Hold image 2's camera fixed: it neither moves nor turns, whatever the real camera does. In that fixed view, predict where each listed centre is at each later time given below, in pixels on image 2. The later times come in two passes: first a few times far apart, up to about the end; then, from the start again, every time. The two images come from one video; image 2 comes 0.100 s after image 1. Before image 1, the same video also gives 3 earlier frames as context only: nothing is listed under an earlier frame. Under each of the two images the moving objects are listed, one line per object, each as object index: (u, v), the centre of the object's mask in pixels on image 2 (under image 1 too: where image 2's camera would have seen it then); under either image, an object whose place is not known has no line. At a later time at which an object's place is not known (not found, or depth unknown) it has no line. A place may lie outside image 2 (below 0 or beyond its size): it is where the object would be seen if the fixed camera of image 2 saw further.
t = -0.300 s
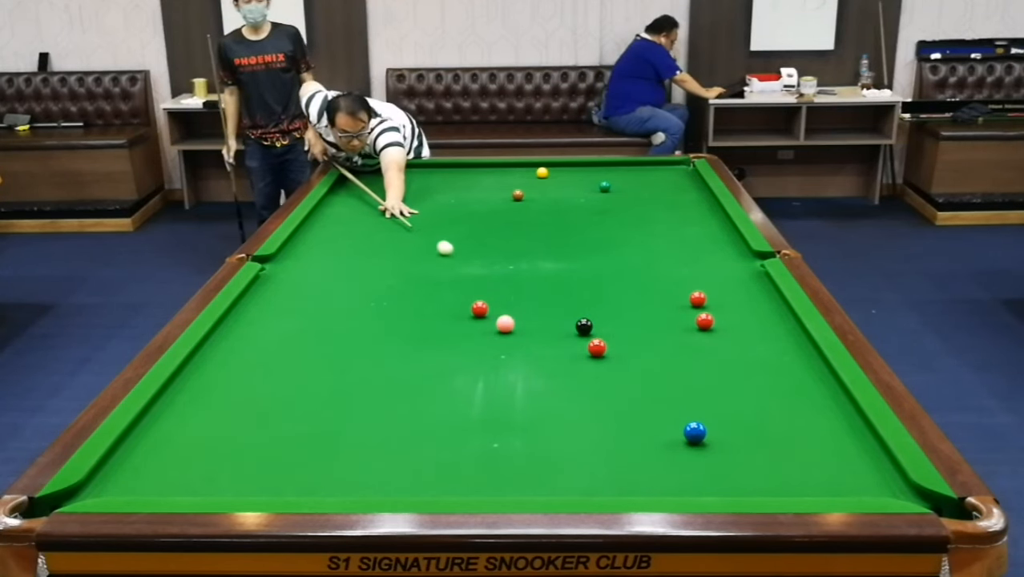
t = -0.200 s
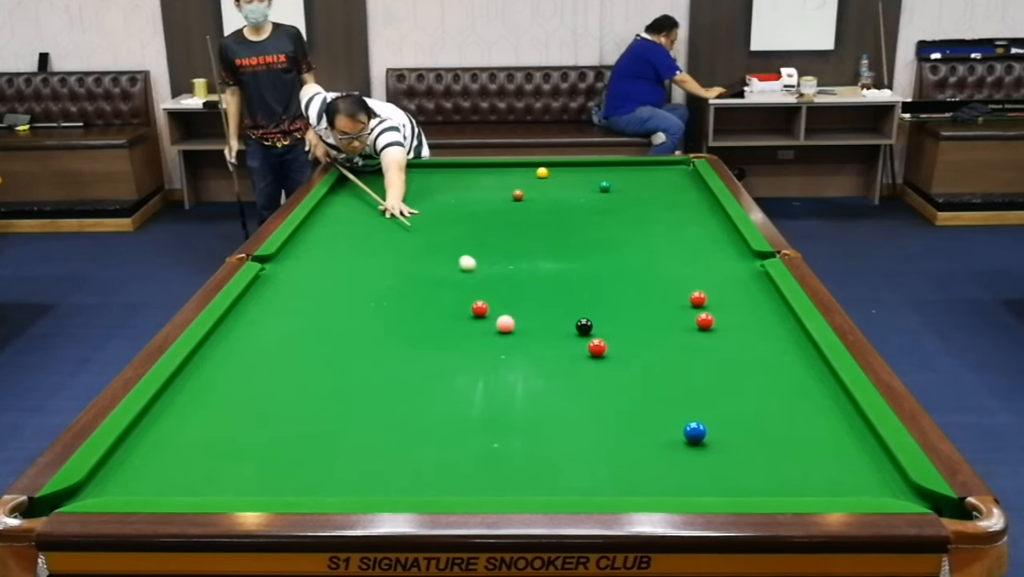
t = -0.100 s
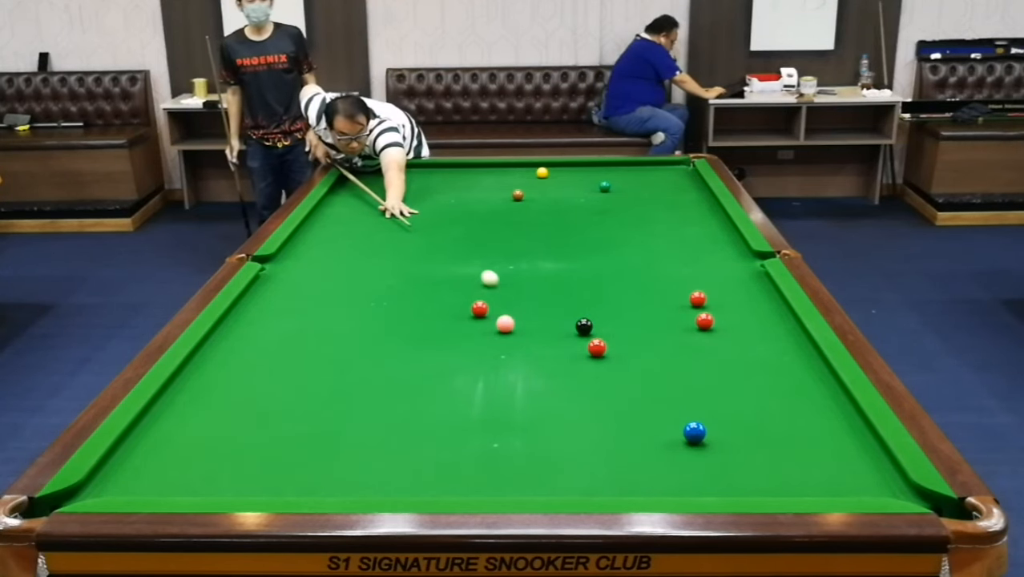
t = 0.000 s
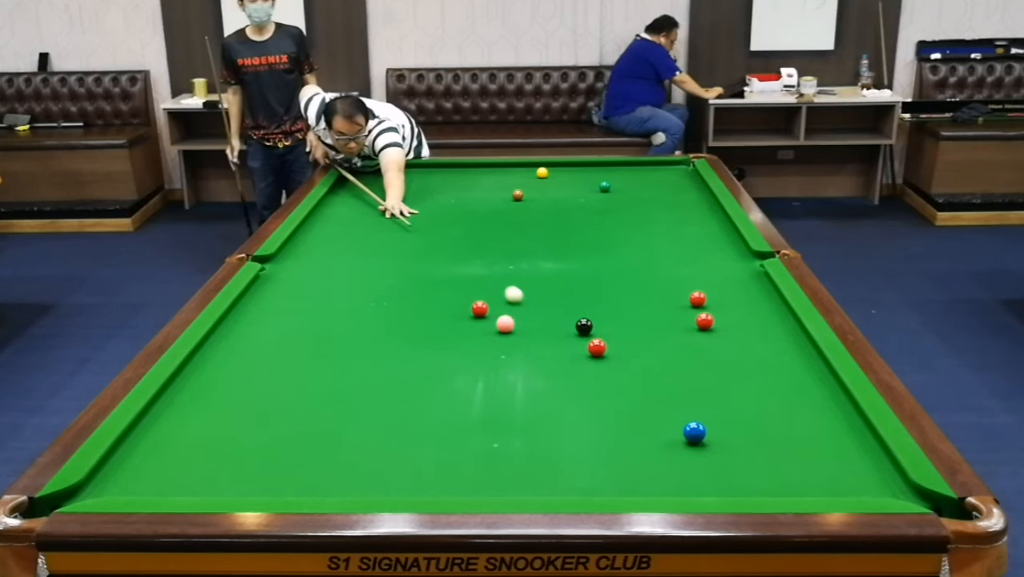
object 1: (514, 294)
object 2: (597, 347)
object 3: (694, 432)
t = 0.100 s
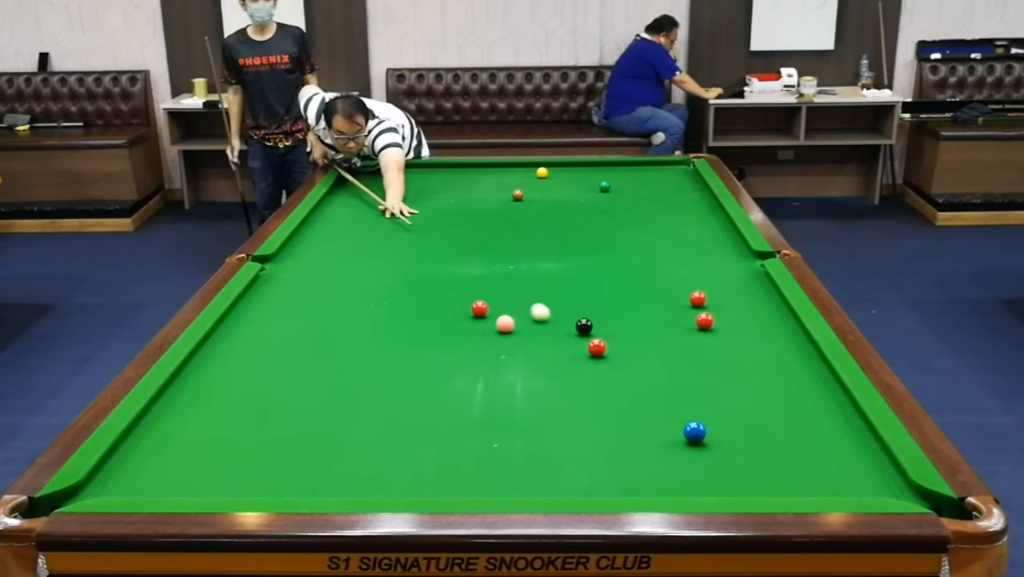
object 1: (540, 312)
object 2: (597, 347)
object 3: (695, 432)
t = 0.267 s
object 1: (582, 343)
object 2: (605, 350)
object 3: (694, 432)
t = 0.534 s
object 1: (572, 362)
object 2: (707, 392)
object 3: (695, 433)
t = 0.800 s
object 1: (570, 386)
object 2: (808, 434)
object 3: (695, 432)
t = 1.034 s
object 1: (567, 409)
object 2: (884, 474)
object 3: (694, 432)
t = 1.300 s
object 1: (564, 436)
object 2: (831, 484)
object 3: (694, 432)
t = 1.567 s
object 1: (561, 465)
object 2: (762, 459)
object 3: (695, 433)
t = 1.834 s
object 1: (557, 491)
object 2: (710, 440)
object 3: (687, 429)
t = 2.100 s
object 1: (553, 475)
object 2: (694, 436)
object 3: (654, 415)
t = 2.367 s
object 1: (548, 457)
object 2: (680, 432)
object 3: (625, 403)
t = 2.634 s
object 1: (544, 441)
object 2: (669, 429)
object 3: (599, 393)
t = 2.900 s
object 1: (539, 427)
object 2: (659, 427)
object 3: (575, 384)
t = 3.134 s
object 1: (536, 416)
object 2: (653, 425)
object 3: (558, 376)
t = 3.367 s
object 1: (532, 407)
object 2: (649, 423)
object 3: (541, 369)
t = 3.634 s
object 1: (529, 397)
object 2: (646, 421)
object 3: (525, 362)
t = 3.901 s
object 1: (526, 388)
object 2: (645, 421)
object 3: (510, 356)
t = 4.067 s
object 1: (524, 384)
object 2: (645, 421)
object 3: (502, 353)
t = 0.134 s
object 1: (549, 319)
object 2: (597, 347)
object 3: (695, 432)
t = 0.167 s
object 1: (559, 325)
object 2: (597, 347)
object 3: (695, 432)
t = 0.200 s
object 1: (569, 332)
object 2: (597, 347)
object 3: (695, 432)
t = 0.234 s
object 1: (579, 339)
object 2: (597, 347)
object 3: (694, 432)
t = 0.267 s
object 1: (582, 343)
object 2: (605, 350)
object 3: (694, 432)
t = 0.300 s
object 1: (579, 345)
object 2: (619, 356)
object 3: (694, 432)
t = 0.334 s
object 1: (577, 347)
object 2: (633, 362)
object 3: (694, 432)
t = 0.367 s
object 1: (575, 349)
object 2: (646, 367)
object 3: (694, 432)
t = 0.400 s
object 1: (573, 351)
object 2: (659, 373)
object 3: (695, 432)
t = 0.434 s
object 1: (573, 354)
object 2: (672, 378)
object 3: (695, 432)
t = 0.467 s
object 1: (573, 356)
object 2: (684, 382)
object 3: (695, 432)
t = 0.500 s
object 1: (572, 359)
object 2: (695, 387)
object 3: (695, 432)
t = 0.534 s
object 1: (572, 362)
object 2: (707, 392)
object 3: (695, 433)
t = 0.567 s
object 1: (572, 365)
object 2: (719, 397)
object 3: (695, 432)
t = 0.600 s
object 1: (571, 368)
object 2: (731, 402)
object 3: (695, 432)
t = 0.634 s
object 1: (571, 371)
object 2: (743, 407)
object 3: (694, 432)
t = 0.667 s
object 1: (571, 374)
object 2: (756, 412)
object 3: (694, 432)
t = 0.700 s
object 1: (570, 377)
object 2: (768, 418)
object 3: (694, 432)
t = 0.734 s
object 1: (570, 380)
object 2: (781, 423)
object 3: (694, 432)
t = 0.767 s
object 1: (570, 383)
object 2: (795, 428)
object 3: (695, 432)
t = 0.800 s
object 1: (570, 386)
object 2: (808, 434)
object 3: (695, 432)
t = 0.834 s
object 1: (569, 390)
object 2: (822, 440)
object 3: (695, 432)
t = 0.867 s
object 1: (569, 393)
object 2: (836, 445)
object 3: (695, 432)
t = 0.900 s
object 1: (569, 396)
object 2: (850, 451)
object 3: (695, 432)
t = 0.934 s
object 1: (568, 399)
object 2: (865, 457)
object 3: (694, 432)
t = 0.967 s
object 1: (568, 402)
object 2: (880, 463)
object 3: (694, 432)
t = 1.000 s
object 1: (567, 406)
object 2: (890, 470)
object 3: (694, 432)
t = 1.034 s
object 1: (567, 409)
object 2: (884, 474)
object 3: (694, 432)
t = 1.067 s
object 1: (567, 412)
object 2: (879, 479)
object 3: (694, 432)
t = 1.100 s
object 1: (567, 416)
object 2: (875, 483)
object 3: (695, 432)
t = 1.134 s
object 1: (566, 419)
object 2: (871, 486)
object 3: (695, 432)
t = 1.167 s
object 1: (566, 422)
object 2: (866, 490)
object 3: (695, 432)
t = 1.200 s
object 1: (566, 426)
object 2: (859, 490)
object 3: (695, 432)
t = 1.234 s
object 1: (565, 429)
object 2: (850, 488)
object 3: (695, 432)
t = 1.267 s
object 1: (565, 433)
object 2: (840, 486)
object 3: (694, 432)
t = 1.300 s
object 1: (564, 436)
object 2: (831, 484)
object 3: (694, 432)
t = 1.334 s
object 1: (564, 440)
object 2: (822, 481)
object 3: (695, 432)
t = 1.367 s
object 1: (564, 443)
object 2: (813, 478)
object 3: (695, 432)
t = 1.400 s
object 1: (563, 447)
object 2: (804, 475)
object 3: (695, 432)
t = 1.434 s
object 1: (563, 450)
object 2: (796, 471)
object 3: (695, 432)
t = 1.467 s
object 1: (563, 454)
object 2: (787, 468)
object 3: (695, 432)
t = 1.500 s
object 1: (562, 458)
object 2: (779, 465)
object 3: (695, 433)
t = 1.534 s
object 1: (561, 461)
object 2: (771, 462)
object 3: (695, 433)
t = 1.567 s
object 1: (561, 465)
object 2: (762, 459)
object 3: (695, 433)
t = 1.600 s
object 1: (560, 469)
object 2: (755, 456)
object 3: (695, 432)
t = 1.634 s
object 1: (560, 473)
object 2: (747, 453)
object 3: (695, 432)
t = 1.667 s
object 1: (559, 476)
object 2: (739, 451)
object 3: (695, 432)
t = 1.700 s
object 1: (559, 480)
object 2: (731, 448)
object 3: (695, 432)
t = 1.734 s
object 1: (558, 484)
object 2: (724, 445)
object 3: (695, 432)
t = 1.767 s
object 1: (558, 486)
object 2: (717, 442)
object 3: (695, 432)
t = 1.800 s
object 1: (558, 489)
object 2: (711, 440)
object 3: (692, 431)
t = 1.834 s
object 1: (557, 491)
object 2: (710, 440)
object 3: (687, 429)
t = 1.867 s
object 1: (556, 490)
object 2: (708, 440)
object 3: (683, 427)
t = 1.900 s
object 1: (556, 488)
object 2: (706, 439)
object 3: (678, 425)
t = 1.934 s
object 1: (555, 486)
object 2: (704, 439)
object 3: (674, 423)
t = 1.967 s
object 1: (555, 485)
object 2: (702, 438)
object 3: (670, 422)
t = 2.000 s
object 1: (555, 483)
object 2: (700, 438)
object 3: (666, 420)
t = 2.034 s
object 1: (554, 480)
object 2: (698, 437)
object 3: (662, 419)
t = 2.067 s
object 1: (553, 478)
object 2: (696, 436)
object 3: (658, 417)
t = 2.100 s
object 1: (553, 475)
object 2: (694, 436)
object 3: (654, 415)
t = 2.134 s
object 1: (552, 473)
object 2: (692, 436)
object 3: (650, 414)
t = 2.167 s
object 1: (552, 471)
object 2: (691, 435)
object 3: (647, 412)
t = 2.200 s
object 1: (551, 468)
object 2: (689, 434)
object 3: (643, 410)
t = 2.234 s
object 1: (550, 466)
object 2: (687, 434)
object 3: (639, 409)
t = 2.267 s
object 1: (550, 464)
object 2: (685, 433)
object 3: (636, 408)
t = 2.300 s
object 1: (549, 461)
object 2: (684, 433)
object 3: (632, 406)
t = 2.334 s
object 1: (548, 459)
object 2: (682, 433)
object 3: (628, 405)
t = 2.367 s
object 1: (548, 457)
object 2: (680, 432)
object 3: (625, 403)
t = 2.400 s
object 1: (547, 455)
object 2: (679, 432)
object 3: (621, 402)
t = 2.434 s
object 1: (547, 453)
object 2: (677, 431)
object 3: (618, 400)
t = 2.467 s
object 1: (547, 451)
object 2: (676, 431)
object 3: (615, 399)
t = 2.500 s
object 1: (546, 449)
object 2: (674, 431)
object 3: (612, 398)
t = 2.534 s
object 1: (546, 447)
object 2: (673, 430)
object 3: (608, 397)
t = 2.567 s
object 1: (545, 445)
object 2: (672, 430)
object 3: (605, 395)
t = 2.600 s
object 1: (544, 443)
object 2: (670, 429)
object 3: (602, 394)
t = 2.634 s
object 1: (544, 441)
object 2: (669, 429)
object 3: (599, 393)
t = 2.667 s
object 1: (543, 439)
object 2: (668, 429)
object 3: (596, 392)
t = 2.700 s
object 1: (543, 437)
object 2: (666, 428)
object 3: (593, 390)
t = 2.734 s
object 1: (542, 436)
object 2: (665, 428)
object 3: (590, 389)
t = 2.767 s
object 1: (542, 434)
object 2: (664, 428)
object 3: (587, 388)
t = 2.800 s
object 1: (541, 432)
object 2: (663, 427)
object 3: (584, 387)
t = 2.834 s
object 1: (540, 430)
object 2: (662, 427)
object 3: (581, 386)
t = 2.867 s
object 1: (540, 428)
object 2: (661, 427)
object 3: (578, 385)
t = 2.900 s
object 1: (539, 427)
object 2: (659, 427)
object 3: (575, 384)
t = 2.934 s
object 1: (538, 425)
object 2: (658, 426)
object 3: (573, 382)
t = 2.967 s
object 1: (538, 424)
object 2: (657, 426)
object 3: (570, 382)
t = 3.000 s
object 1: (537, 422)
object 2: (656, 426)
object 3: (568, 380)
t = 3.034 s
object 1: (537, 421)
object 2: (655, 425)
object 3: (565, 379)
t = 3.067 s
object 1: (537, 419)
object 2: (655, 425)
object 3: (563, 378)
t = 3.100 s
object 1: (536, 418)
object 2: (654, 425)
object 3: (560, 377)
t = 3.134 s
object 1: (536, 416)
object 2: (653, 425)
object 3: (558, 376)
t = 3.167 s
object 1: (535, 415)
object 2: (653, 424)
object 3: (555, 375)
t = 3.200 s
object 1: (535, 413)
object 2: (652, 424)
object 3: (553, 374)
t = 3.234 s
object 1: (534, 412)
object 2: (651, 424)
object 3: (550, 373)
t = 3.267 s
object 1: (534, 411)
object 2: (651, 424)
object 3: (548, 372)
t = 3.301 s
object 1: (533, 409)
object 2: (650, 423)
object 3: (546, 371)
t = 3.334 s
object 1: (533, 408)
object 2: (649, 423)
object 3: (544, 370)
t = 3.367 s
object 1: (532, 407)
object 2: (649, 423)
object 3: (541, 369)
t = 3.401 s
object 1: (532, 405)
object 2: (648, 423)
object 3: (539, 368)
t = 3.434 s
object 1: (532, 404)
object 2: (648, 423)
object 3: (537, 368)
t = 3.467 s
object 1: (531, 403)
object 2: (648, 422)
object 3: (535, 367)
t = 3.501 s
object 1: (531, 402)
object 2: (647, 422)
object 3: (533, 366)
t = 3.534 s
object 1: (530, 400)
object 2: (647, 422)
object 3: (531, 365)
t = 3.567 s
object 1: (530, 399)
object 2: (647, 422)
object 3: (529, 364)
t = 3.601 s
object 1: (529, 398)
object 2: (646, 422)
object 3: (527, 363)
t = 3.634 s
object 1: (529, 397)
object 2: (646, 421)
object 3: (525, 362)
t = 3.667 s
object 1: (528, 396)
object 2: (646, 421)
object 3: (523, 362)
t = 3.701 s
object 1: (528, 395)
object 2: (646, 421)
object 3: (521, 361)
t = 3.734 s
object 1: (528, 394)
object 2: (646, 421)
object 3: (519, 360)
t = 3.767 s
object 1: (527, 393)
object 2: (646, 421)
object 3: (517, 359)
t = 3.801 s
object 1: (527, 392)
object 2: (646, 421)
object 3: (516, 359)
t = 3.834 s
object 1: (527, 391)
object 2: (645, 421)
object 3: (514, 358)
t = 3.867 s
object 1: (526, 390)
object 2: (645, 421)
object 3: (512, 357)
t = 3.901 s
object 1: (526, 388)
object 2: (645, 421)
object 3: (510, 356)
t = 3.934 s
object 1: (525, 388)
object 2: (645, 421)
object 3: (509, 356)
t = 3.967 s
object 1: (525, 387)
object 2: (645, 421)
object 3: (507, 355)
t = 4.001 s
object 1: (525, 386)
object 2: (644, 421)
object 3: (506, 354)
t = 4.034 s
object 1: (524, 385)
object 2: (645, 421)
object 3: (504, 354)
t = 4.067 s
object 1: (524, 384)
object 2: (645, 421)
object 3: (502, 353)
